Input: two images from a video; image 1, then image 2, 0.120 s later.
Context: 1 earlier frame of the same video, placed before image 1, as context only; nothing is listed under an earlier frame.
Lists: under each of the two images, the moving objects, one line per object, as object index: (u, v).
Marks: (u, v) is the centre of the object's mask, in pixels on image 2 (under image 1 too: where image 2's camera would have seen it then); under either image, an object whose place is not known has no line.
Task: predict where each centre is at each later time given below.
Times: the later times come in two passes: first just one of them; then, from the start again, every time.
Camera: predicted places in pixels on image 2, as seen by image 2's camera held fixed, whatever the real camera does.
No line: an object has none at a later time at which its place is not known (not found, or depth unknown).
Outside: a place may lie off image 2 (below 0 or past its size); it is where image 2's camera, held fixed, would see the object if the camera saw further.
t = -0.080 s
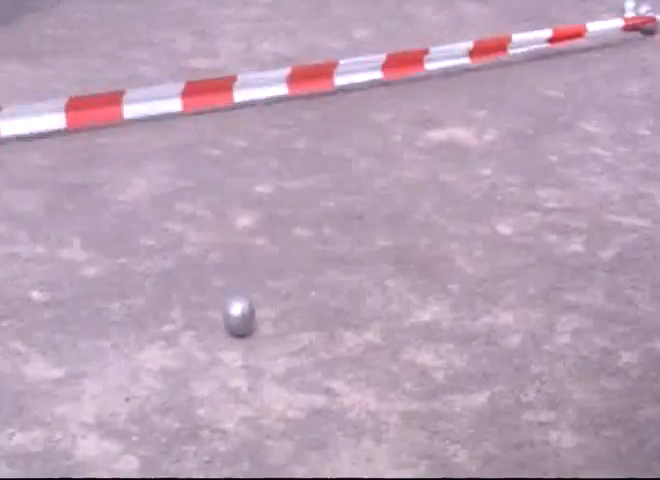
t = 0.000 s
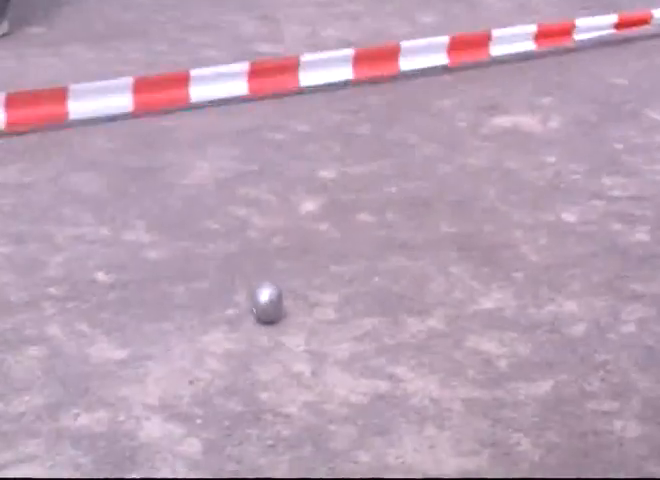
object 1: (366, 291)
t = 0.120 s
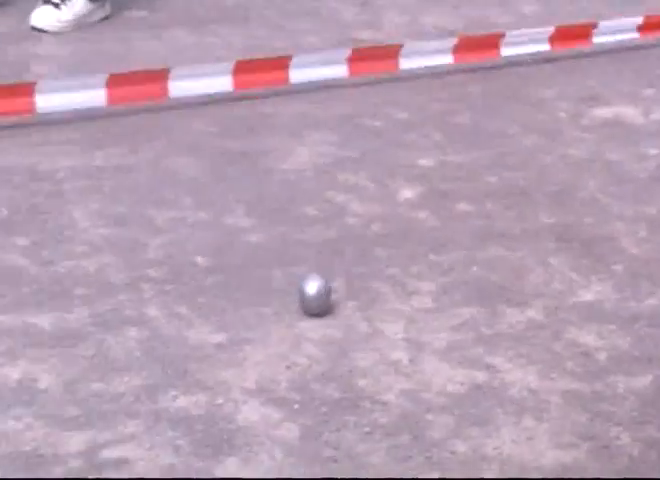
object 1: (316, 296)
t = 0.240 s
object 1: (265, 300)
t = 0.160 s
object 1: (299, 296)
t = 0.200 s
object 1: (282, 299)
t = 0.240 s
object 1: (265, 300)
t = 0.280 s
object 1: (248, 302)
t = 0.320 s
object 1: (232, 304)
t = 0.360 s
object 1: (214, 306)
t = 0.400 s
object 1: (196, 308)
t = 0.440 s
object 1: (179, 310)
